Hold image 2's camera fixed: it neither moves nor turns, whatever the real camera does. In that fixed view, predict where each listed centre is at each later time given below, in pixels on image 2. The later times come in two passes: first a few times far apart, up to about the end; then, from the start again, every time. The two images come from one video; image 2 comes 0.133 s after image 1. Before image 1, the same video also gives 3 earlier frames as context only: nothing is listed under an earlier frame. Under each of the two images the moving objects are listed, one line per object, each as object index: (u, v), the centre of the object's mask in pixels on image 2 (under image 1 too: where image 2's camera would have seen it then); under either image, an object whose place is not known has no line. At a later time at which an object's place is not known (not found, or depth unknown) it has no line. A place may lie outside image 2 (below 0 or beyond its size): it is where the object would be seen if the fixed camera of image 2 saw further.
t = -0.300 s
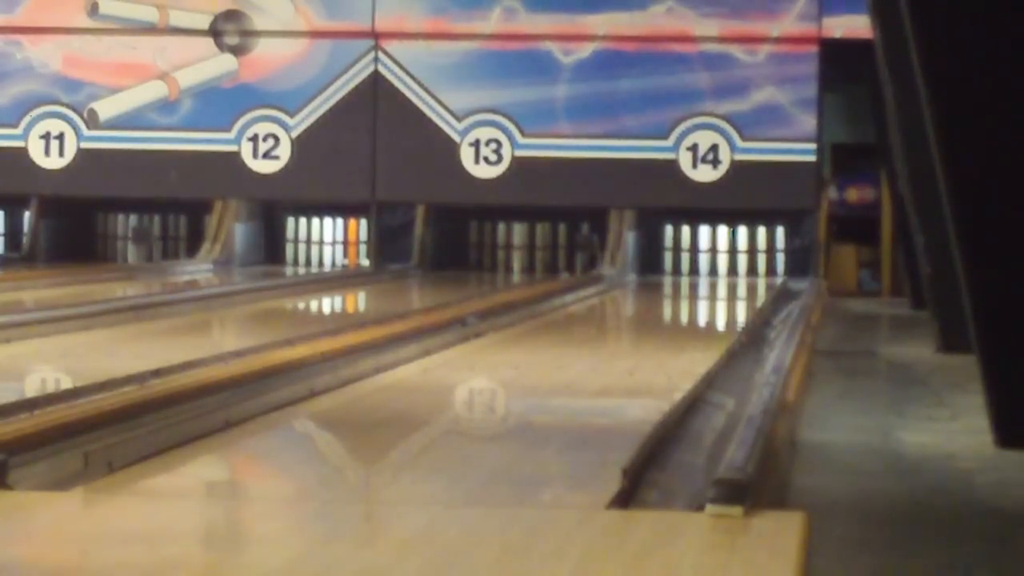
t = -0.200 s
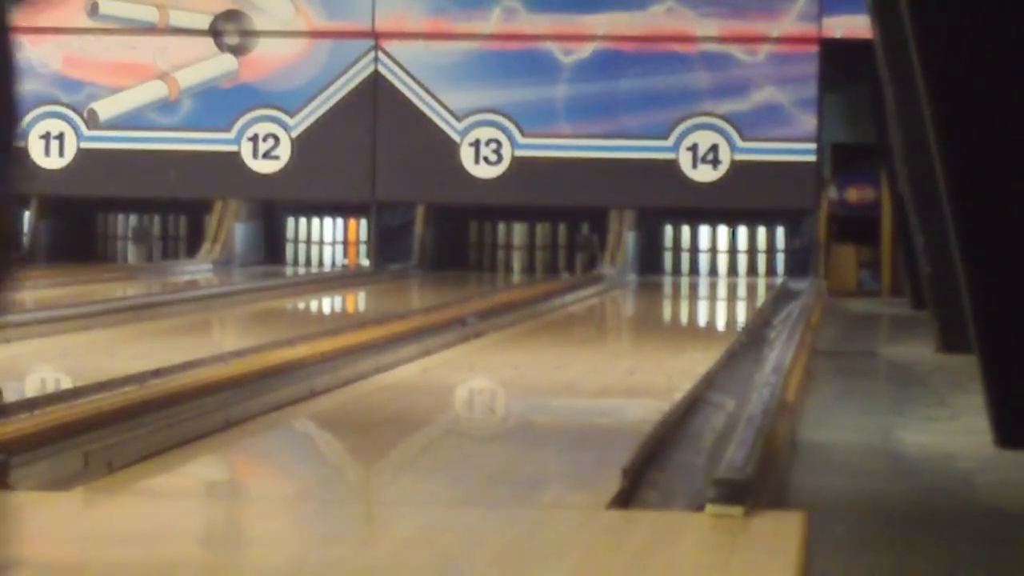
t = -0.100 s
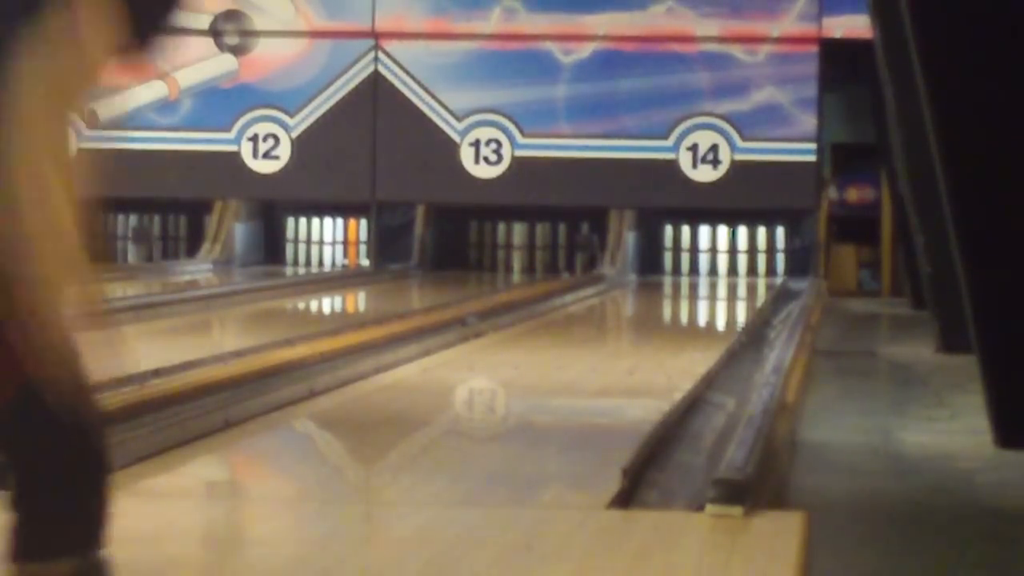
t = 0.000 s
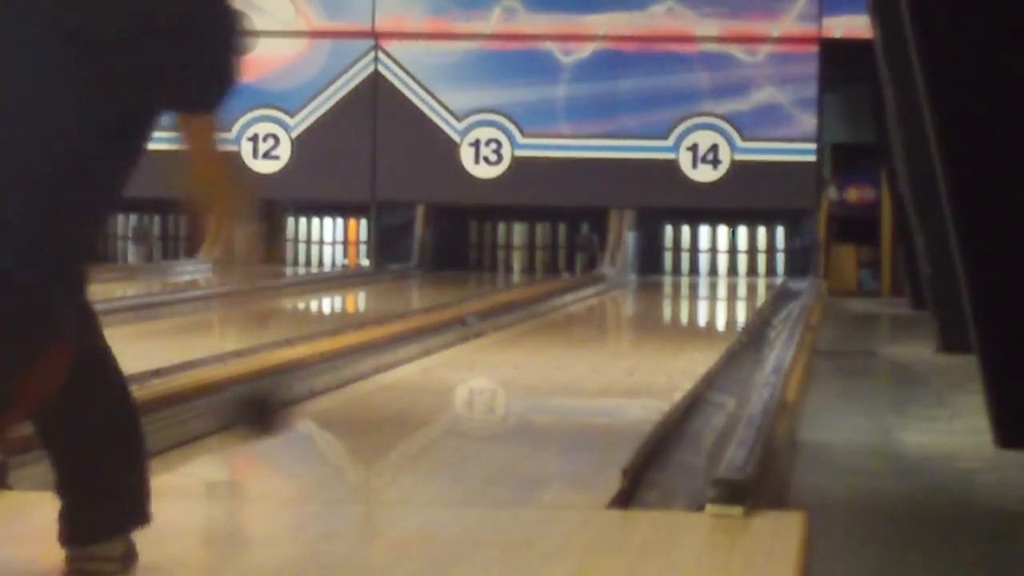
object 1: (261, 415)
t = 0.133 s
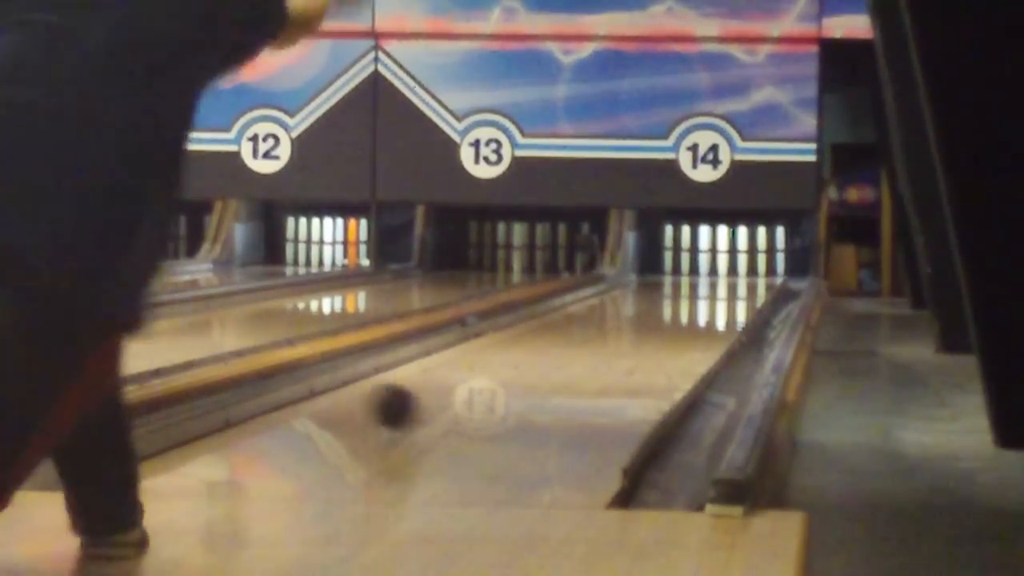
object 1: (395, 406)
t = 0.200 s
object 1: (438, 381)
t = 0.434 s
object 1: (532, 335)
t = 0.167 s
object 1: (420, 398)
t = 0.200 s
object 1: (438, 381)
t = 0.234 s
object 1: (456, 367)
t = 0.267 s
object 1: (472, 358)
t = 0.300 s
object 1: (486, 354)
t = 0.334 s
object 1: (498, 354)
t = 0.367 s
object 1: (510, 350)
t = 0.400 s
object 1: (522, 343)
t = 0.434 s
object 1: (532, 335)
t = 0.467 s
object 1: (540, 331)
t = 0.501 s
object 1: (548, 328)
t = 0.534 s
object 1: (555, 322)
